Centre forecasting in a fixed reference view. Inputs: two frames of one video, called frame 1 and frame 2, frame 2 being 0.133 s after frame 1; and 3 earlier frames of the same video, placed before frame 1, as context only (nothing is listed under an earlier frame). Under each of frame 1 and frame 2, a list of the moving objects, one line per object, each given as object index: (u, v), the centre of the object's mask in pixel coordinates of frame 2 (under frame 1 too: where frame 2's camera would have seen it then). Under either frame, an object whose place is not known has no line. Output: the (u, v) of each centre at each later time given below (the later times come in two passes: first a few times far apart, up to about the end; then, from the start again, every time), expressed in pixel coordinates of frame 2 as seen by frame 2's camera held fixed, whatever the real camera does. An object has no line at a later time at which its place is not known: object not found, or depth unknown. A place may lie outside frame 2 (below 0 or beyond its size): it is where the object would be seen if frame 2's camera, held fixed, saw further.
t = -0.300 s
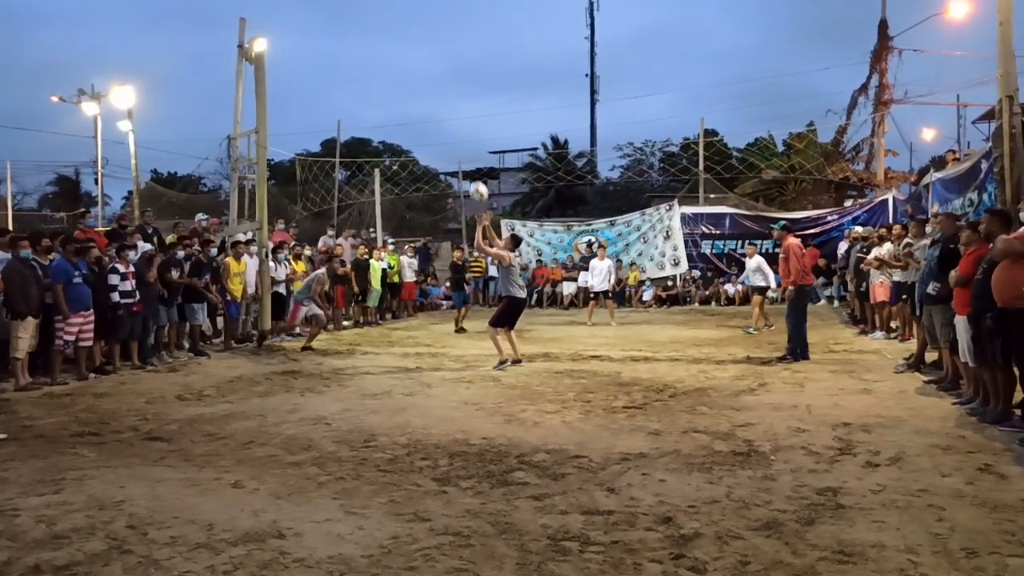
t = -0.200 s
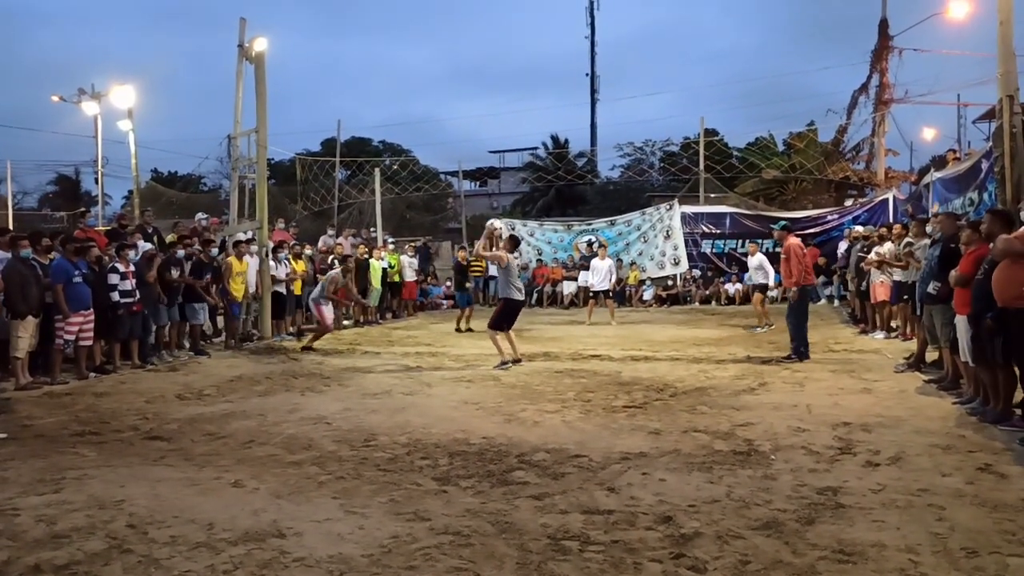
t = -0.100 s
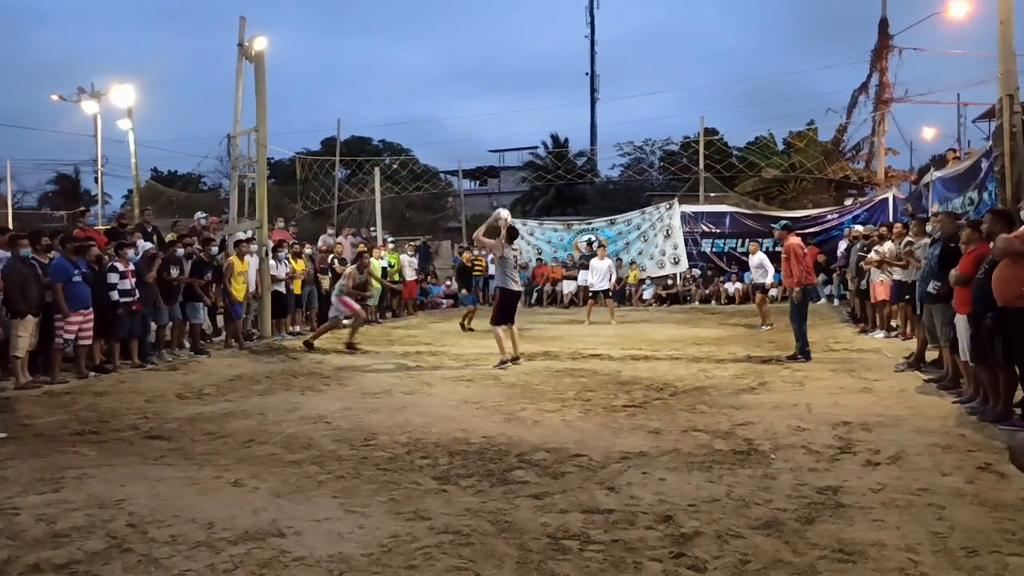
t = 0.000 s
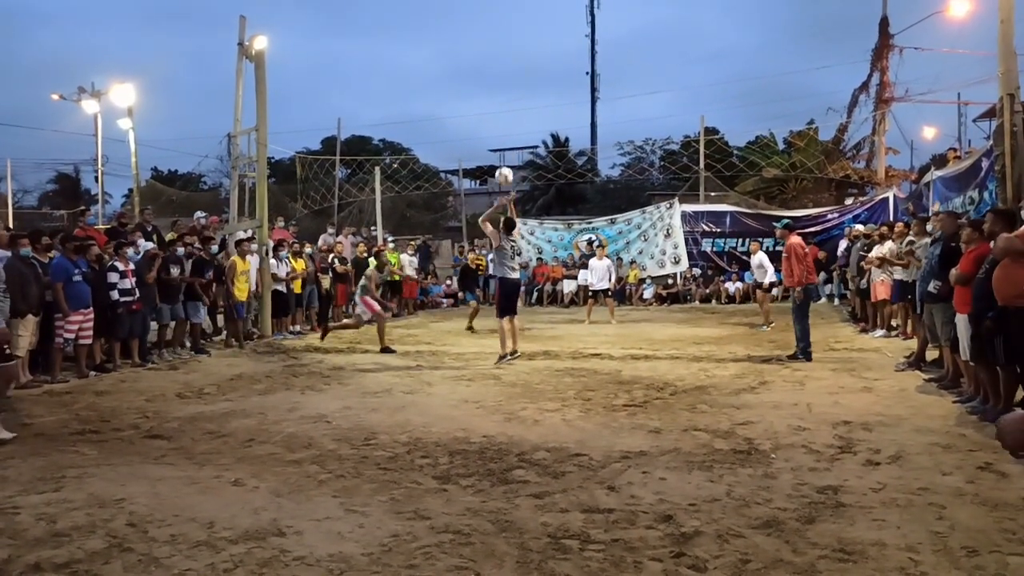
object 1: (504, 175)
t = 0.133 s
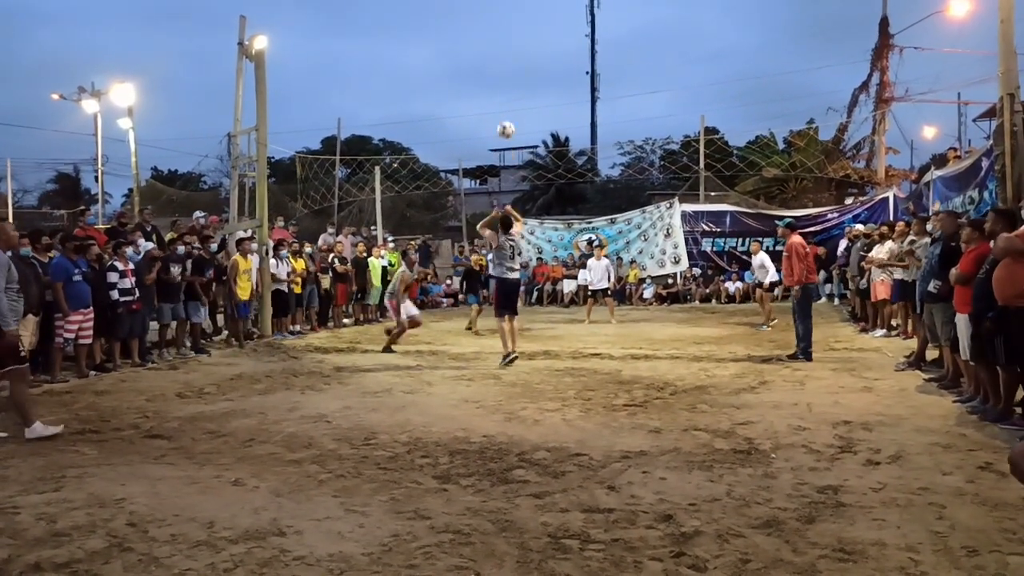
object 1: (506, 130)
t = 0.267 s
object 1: (507, 98)
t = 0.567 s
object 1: (511, 79)
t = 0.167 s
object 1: (506, 120)
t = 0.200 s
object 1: (507, 112)
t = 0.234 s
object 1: (507, 105)
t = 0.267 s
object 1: (507, 98)
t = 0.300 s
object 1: (507, 93)
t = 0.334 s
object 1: (508, 88)
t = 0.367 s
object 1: (509, 84)
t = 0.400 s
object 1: (509, 82)
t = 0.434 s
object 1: (509, 79)
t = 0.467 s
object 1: (510, 78)
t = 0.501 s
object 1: (510, 77)
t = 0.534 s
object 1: (511, 78)
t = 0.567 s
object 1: (511, 79)
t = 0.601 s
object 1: (511, 80)
